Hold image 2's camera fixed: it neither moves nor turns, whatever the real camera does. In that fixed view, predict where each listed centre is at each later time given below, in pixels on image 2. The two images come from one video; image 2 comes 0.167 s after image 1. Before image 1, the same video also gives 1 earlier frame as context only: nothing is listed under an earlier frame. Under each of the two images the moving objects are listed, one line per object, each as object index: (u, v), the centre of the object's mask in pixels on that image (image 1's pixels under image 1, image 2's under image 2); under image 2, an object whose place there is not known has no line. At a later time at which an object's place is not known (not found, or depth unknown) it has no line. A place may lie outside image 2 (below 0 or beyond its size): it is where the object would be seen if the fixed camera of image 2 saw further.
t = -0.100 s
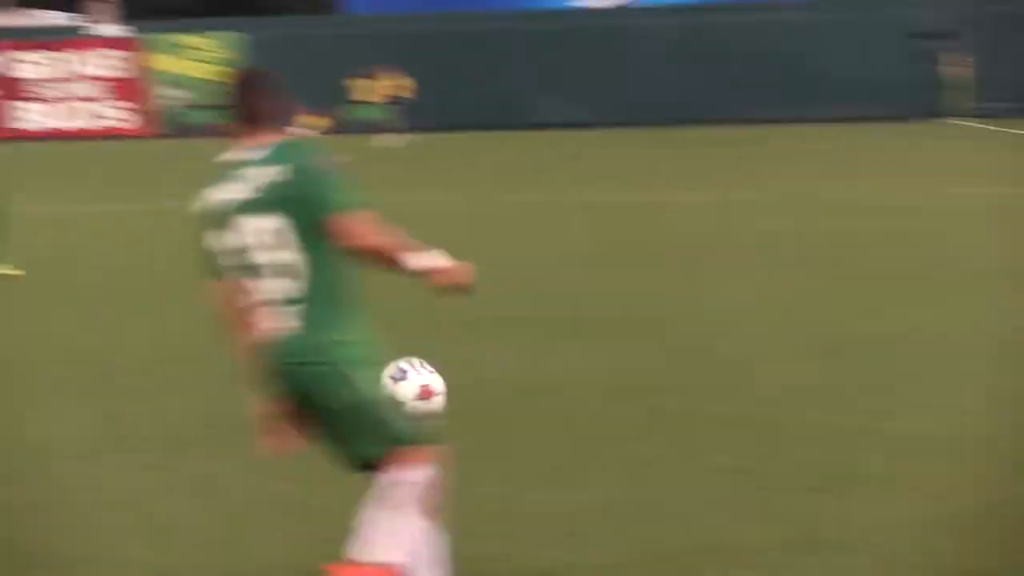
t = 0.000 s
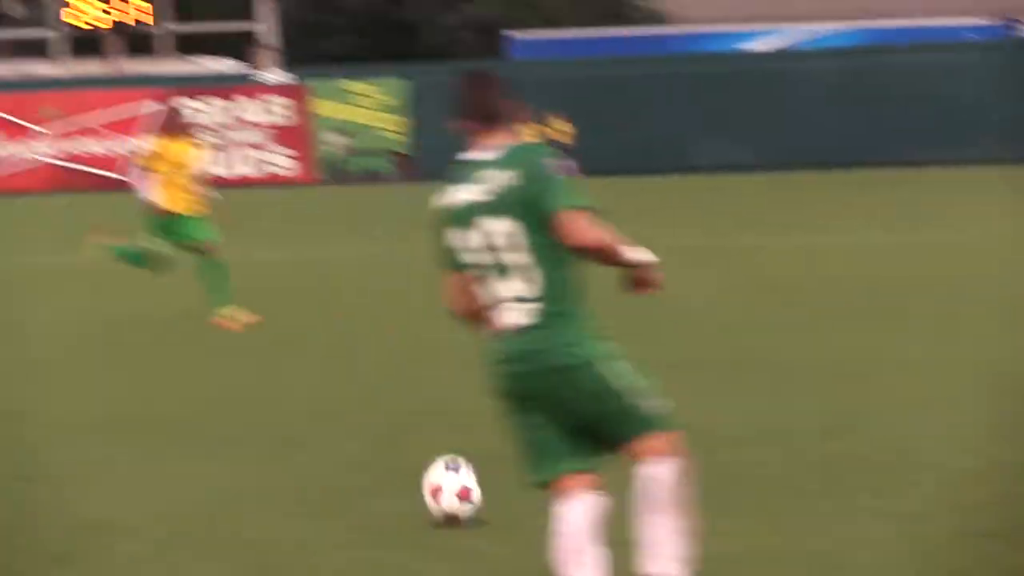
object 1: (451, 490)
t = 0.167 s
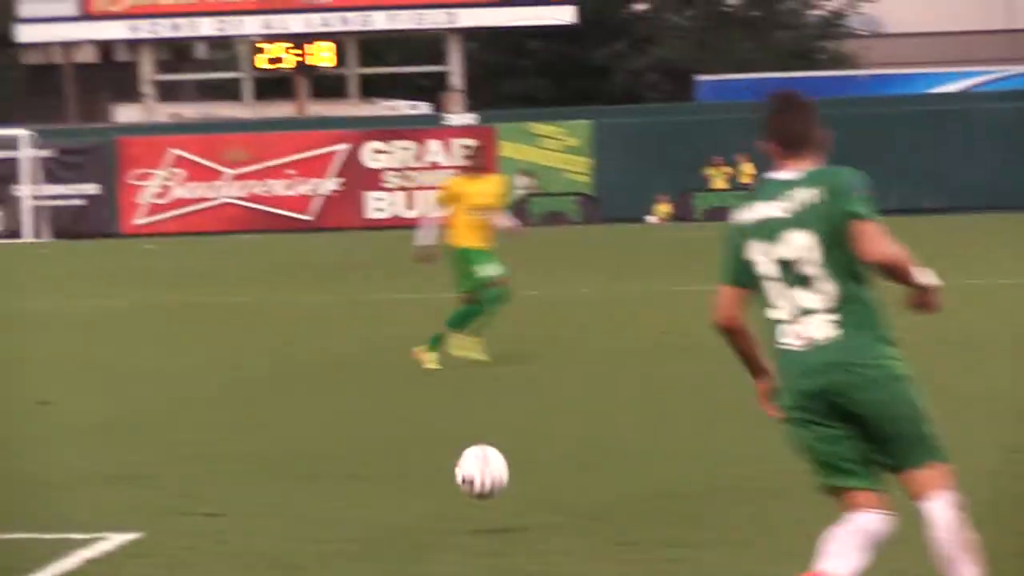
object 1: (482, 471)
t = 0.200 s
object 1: (449, 464)
